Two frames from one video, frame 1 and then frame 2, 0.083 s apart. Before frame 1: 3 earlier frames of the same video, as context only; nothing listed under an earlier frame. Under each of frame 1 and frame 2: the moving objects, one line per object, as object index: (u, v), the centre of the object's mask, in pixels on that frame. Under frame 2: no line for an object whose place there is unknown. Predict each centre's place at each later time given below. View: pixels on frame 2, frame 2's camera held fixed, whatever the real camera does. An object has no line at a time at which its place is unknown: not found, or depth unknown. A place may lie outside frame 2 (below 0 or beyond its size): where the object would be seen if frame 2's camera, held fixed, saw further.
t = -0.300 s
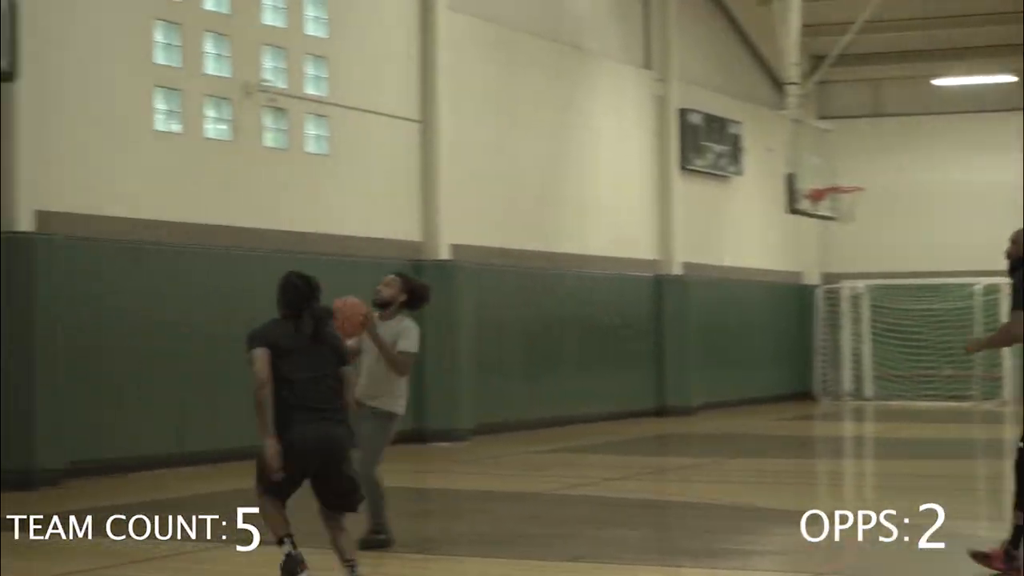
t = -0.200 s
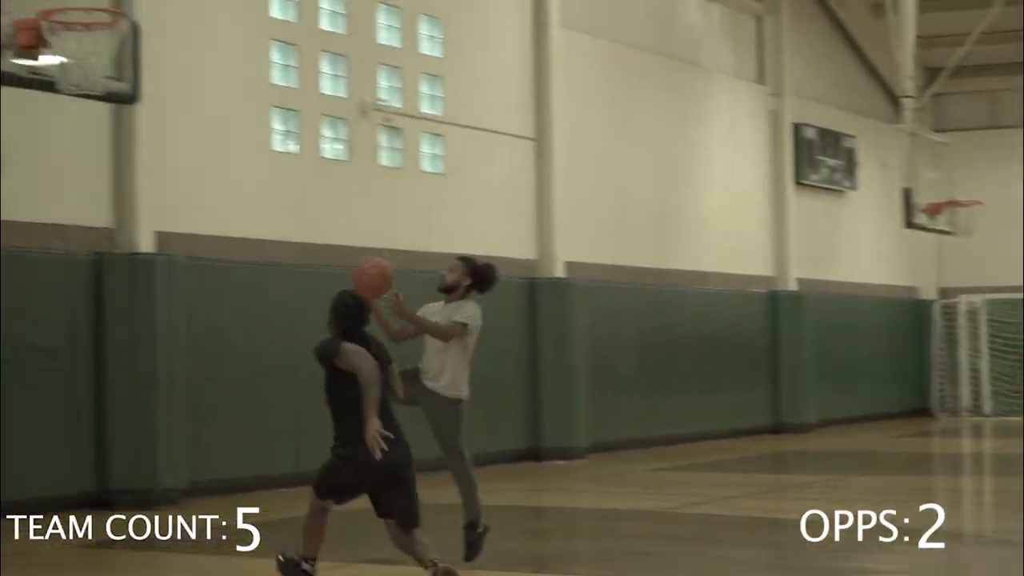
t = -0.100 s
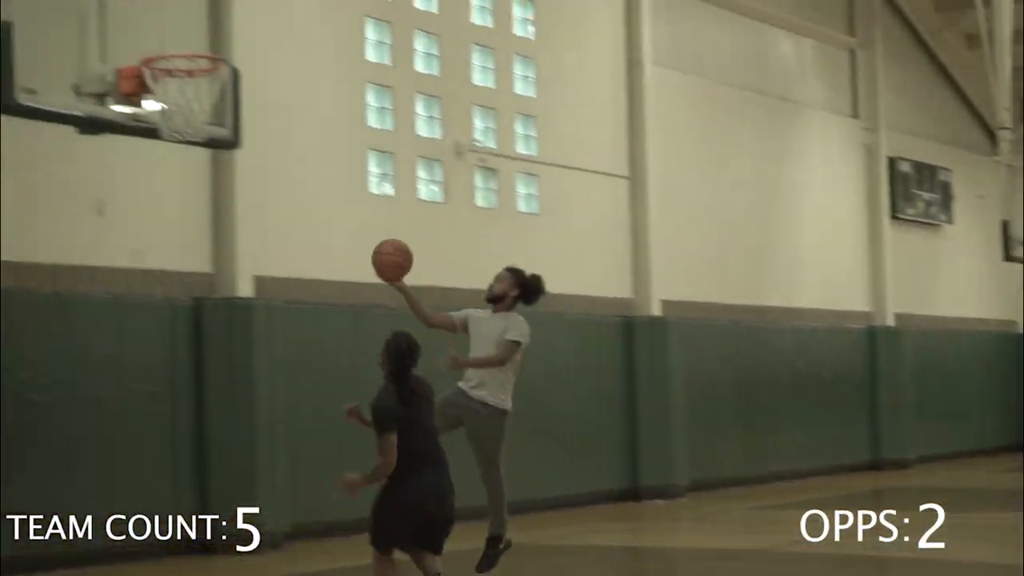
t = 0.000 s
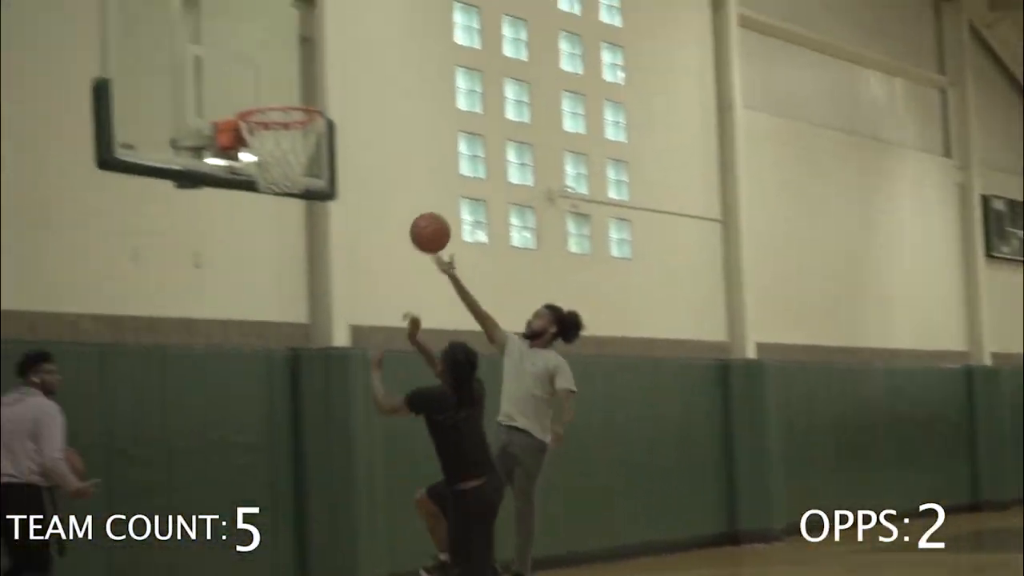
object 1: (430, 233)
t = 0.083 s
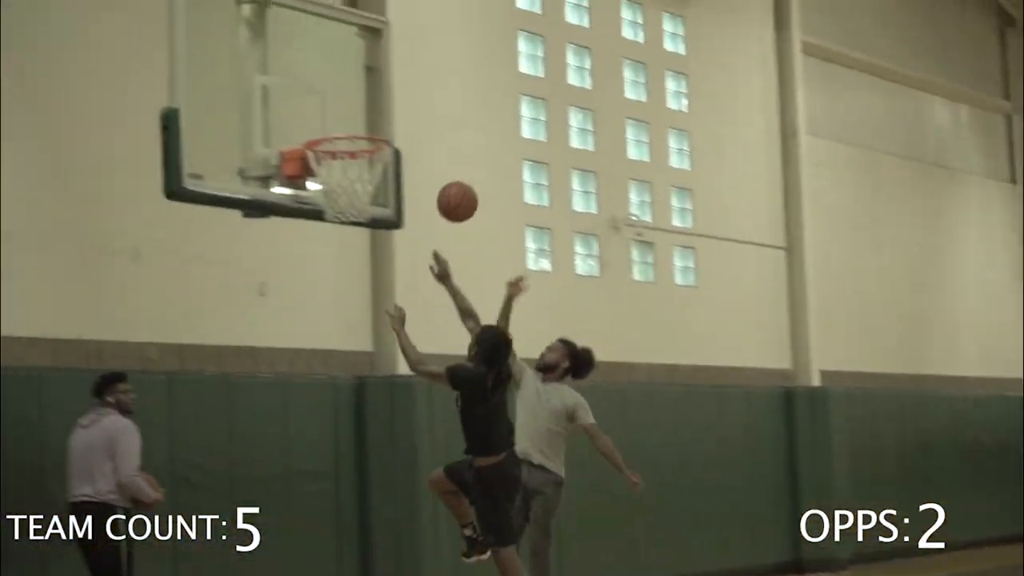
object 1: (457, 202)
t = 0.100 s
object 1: (448, 191)
